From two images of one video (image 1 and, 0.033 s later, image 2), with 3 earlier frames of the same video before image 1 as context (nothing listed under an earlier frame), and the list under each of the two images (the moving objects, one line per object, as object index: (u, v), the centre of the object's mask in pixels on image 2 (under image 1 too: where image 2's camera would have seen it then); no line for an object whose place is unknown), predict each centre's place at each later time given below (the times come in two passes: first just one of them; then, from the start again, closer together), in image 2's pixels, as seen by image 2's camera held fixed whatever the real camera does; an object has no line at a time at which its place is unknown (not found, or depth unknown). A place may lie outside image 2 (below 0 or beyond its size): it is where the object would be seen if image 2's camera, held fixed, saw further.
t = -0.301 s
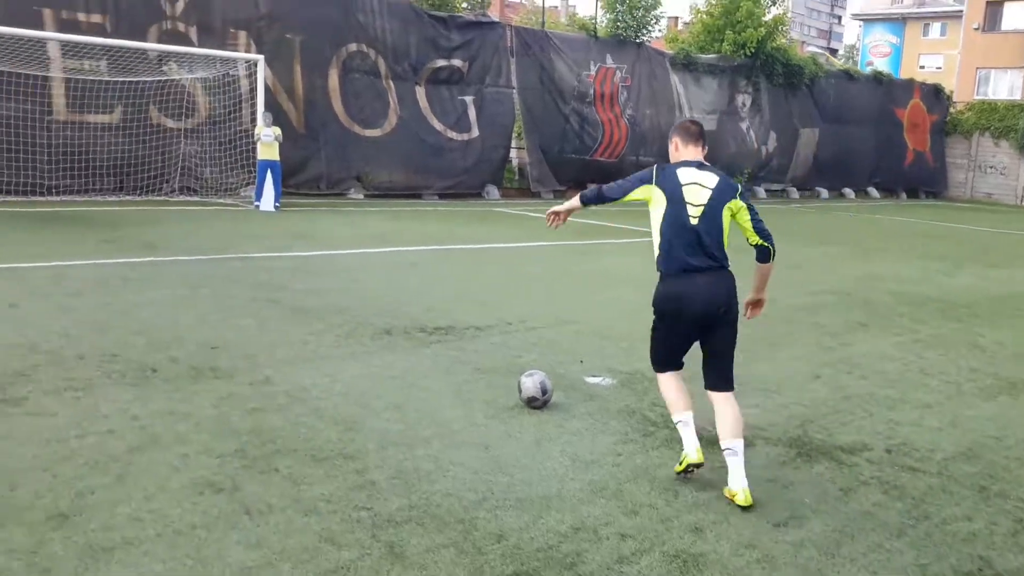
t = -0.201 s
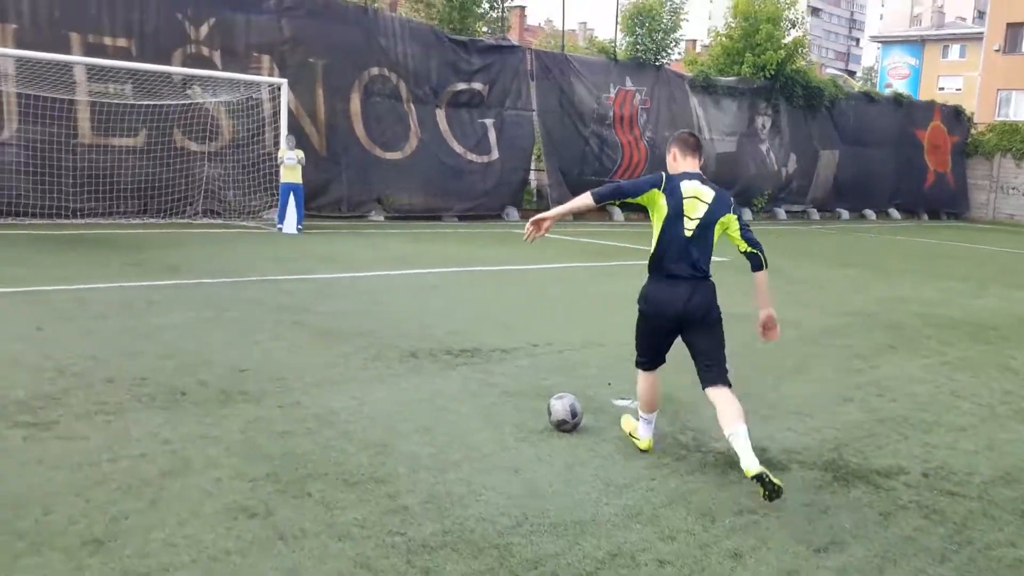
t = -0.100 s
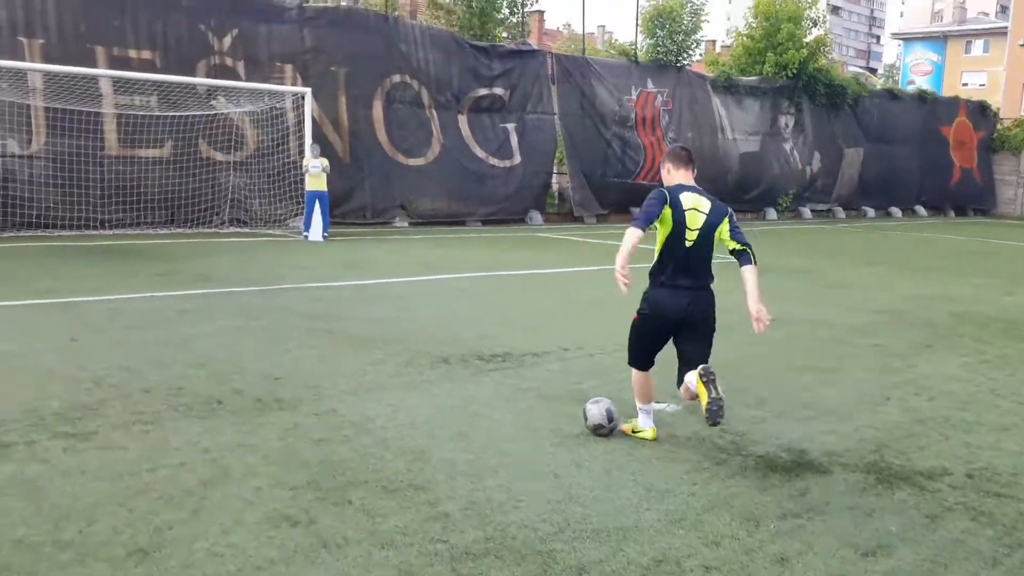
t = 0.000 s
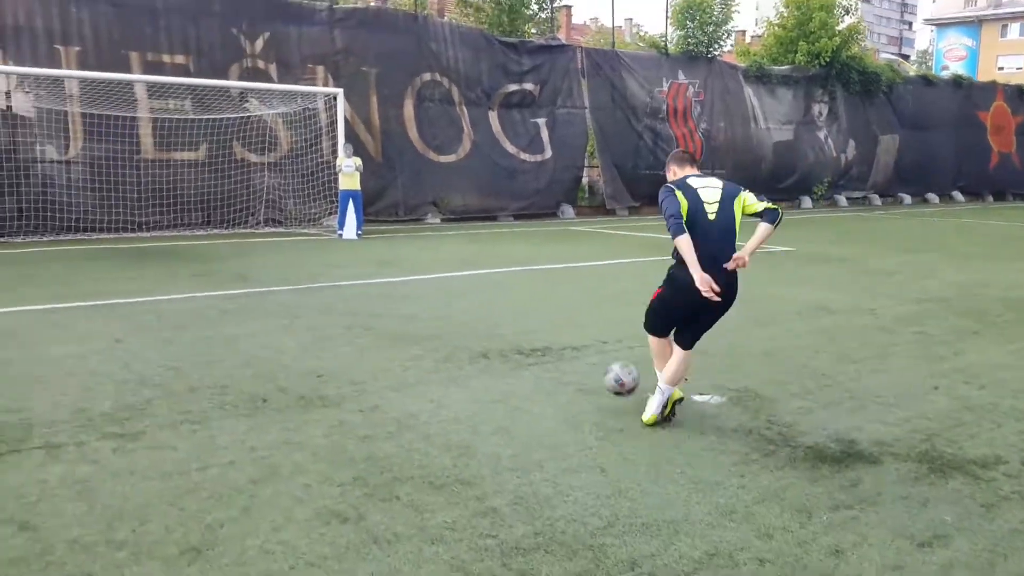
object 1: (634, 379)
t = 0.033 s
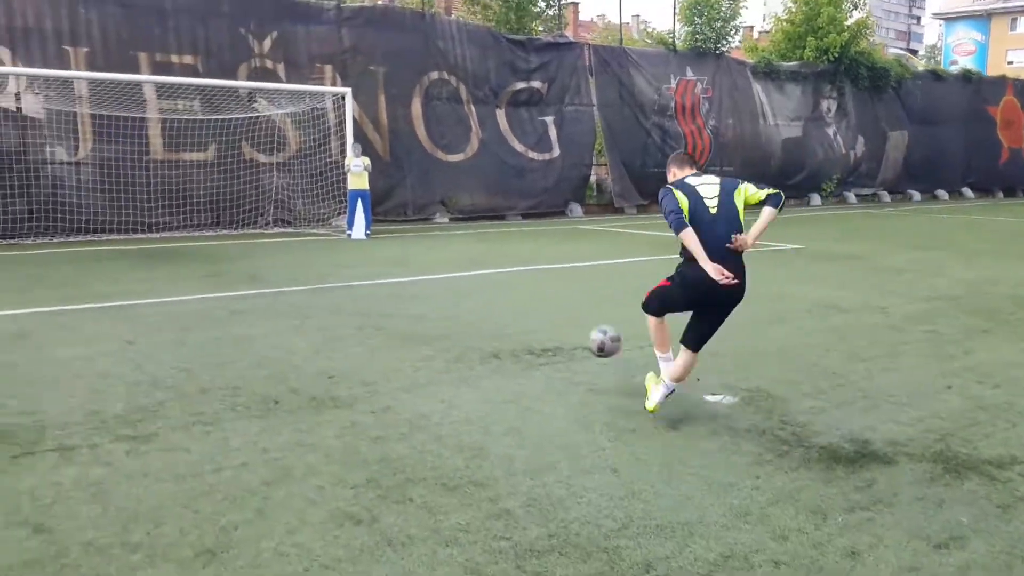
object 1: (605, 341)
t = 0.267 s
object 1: (469, 191)
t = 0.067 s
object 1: (577, 309)
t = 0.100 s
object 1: (554, 282)
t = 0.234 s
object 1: (485, 203)
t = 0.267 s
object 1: (469, 191)
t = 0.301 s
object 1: (454, 179)
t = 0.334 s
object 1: (441, 169)
